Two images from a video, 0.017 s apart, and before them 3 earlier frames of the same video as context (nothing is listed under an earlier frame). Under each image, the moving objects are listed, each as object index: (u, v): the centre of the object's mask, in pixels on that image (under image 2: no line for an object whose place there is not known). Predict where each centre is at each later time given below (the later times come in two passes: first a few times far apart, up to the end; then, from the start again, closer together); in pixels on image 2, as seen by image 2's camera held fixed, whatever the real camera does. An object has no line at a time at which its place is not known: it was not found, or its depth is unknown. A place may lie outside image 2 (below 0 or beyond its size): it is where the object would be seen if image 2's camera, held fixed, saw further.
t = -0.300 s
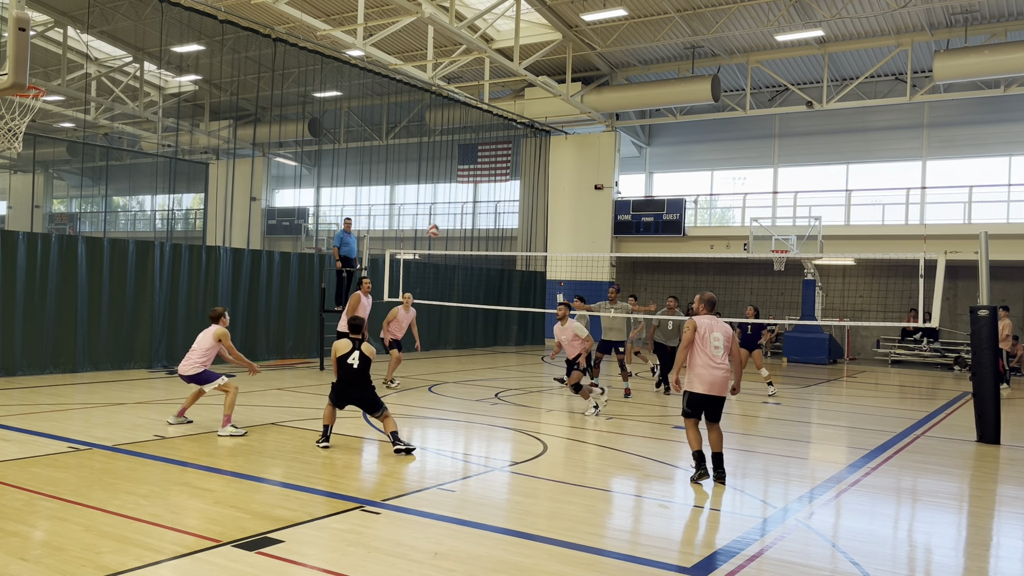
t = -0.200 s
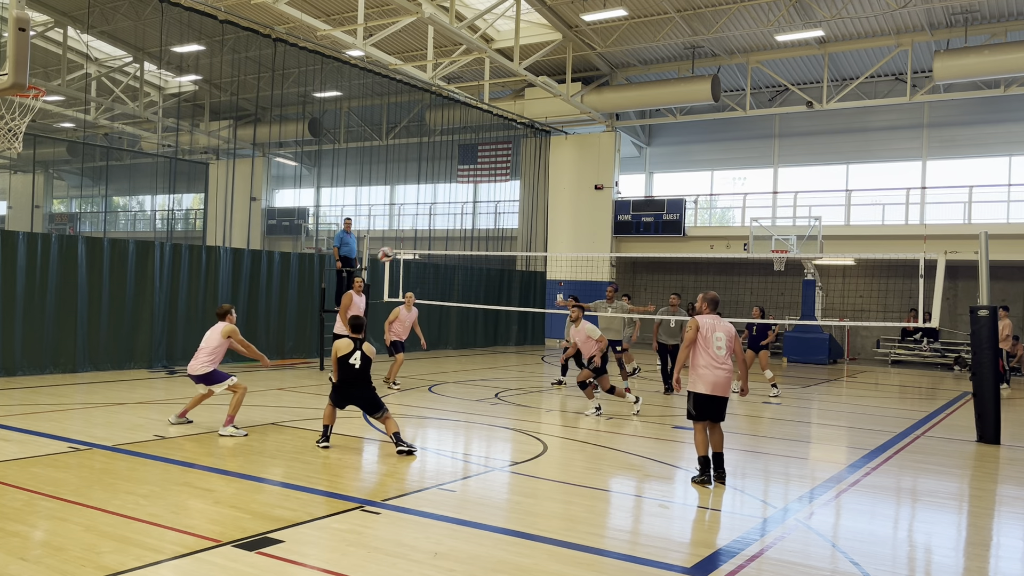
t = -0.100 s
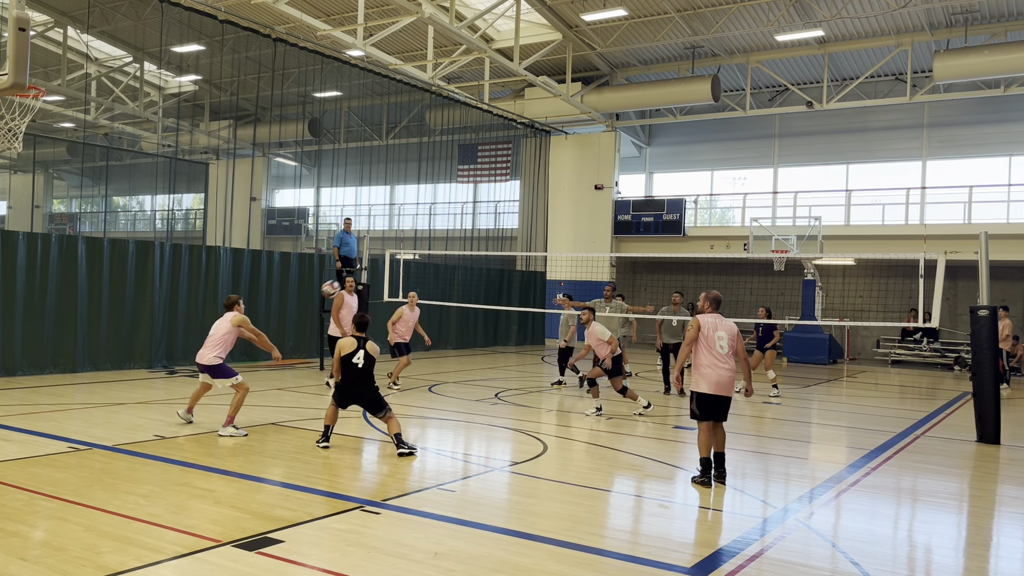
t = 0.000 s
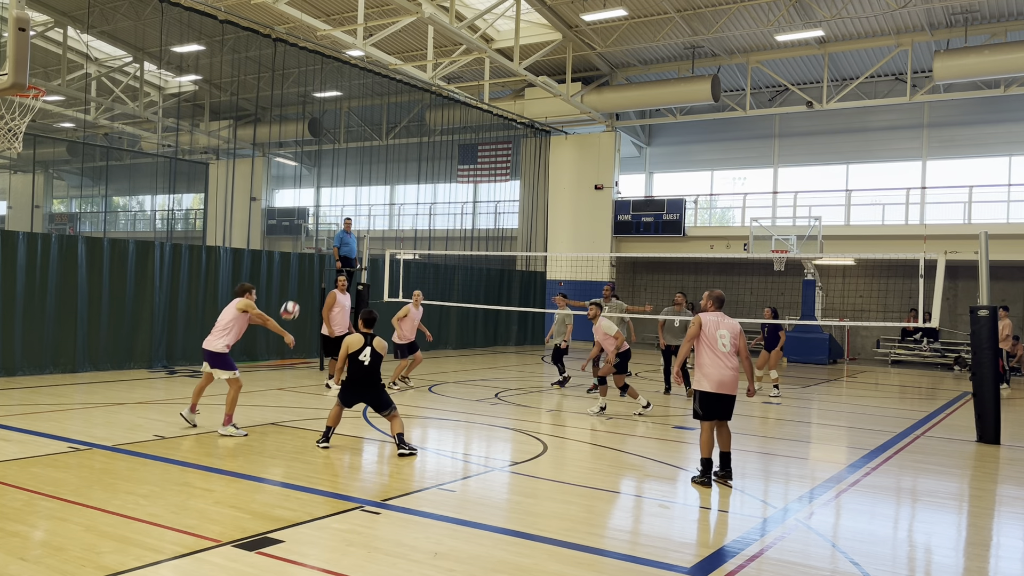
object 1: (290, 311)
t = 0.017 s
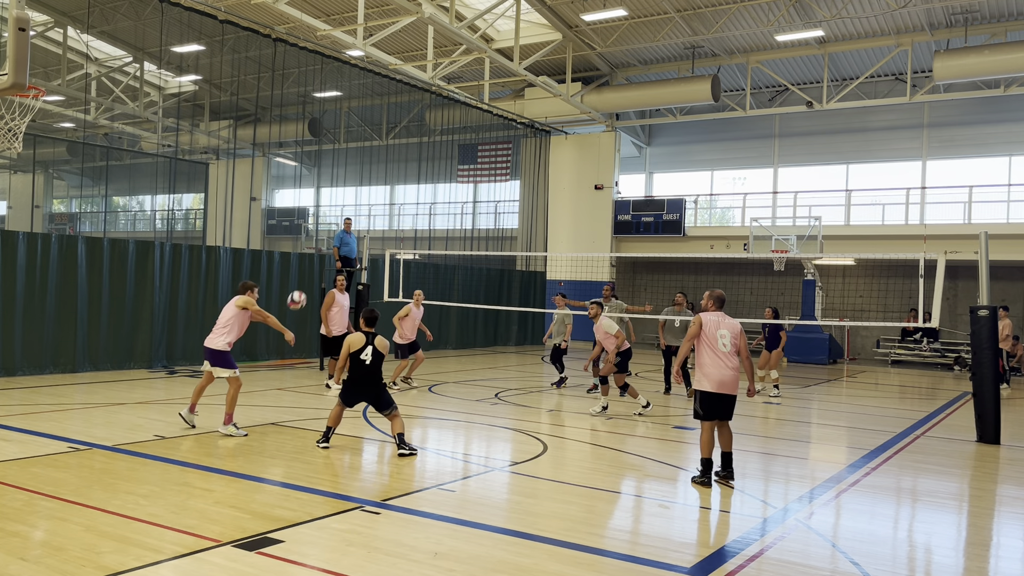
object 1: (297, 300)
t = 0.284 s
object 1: (399, 173)
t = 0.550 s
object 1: (488, 113)
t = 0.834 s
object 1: (571, 112)
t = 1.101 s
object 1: (641, 165)
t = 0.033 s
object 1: (303, 290)
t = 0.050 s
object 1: (310, 280)
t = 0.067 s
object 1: (317, 271)
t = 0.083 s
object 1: (323, 262)
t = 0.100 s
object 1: (330, 253)
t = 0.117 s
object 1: (337, 243)
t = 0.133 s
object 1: (343, 236)
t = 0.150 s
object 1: (350, 228)
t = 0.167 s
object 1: (356, 220)
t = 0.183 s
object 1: (363, 213)
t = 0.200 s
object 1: (369, 206)
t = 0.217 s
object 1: (375, 199)
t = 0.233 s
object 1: (382, 191)
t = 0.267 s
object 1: (393, 179)
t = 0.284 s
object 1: (399, 173)
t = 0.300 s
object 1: (405, 168)
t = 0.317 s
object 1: (411, 162)
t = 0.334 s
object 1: (416, 157)
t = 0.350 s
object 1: (422, 152)
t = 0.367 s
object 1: (427, 148)
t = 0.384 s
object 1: (433, 143)
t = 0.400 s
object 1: (439, 139)
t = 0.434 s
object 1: (450, 132)
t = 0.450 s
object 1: (456, 128)
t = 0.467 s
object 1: (461, 125)
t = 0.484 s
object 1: (467, 122)
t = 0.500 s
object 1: (472, 120)
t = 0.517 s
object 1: (477, 117)
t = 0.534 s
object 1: (482, 115)
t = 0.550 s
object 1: (488, 113)
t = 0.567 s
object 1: (493, 111)
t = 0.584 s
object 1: (498, 109)
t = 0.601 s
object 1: (502, 108)
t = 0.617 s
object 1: (508, 106)
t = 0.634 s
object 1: (513, 105)
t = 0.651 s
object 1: (518, 105)
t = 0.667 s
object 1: (522, 105)
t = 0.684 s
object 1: (527, 105)
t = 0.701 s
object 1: (532, 105)
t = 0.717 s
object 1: (537, 105)
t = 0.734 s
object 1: (542, 105)
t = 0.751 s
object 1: (547, 106)
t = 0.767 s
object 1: (552, 107)
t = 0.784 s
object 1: (557, 108)
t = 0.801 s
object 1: (561, 109)
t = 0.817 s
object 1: (566, 110)
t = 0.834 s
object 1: (571, 112)
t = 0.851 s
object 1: (575, 113)
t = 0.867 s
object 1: (580, 115)
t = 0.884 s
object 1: (584, 117)
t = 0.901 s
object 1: (589, 120)
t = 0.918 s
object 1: (593, 123)
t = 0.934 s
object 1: (598, 126)
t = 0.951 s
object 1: (602, 129)
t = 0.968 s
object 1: (606, 132)
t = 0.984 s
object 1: (611, 136)
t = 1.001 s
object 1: (615, 139)
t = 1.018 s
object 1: (619, 143)
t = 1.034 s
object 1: (623, 147)
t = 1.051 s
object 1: (628, 151)
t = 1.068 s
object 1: (632, 156)
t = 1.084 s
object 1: (636, 160)
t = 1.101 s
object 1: (641, 165)
